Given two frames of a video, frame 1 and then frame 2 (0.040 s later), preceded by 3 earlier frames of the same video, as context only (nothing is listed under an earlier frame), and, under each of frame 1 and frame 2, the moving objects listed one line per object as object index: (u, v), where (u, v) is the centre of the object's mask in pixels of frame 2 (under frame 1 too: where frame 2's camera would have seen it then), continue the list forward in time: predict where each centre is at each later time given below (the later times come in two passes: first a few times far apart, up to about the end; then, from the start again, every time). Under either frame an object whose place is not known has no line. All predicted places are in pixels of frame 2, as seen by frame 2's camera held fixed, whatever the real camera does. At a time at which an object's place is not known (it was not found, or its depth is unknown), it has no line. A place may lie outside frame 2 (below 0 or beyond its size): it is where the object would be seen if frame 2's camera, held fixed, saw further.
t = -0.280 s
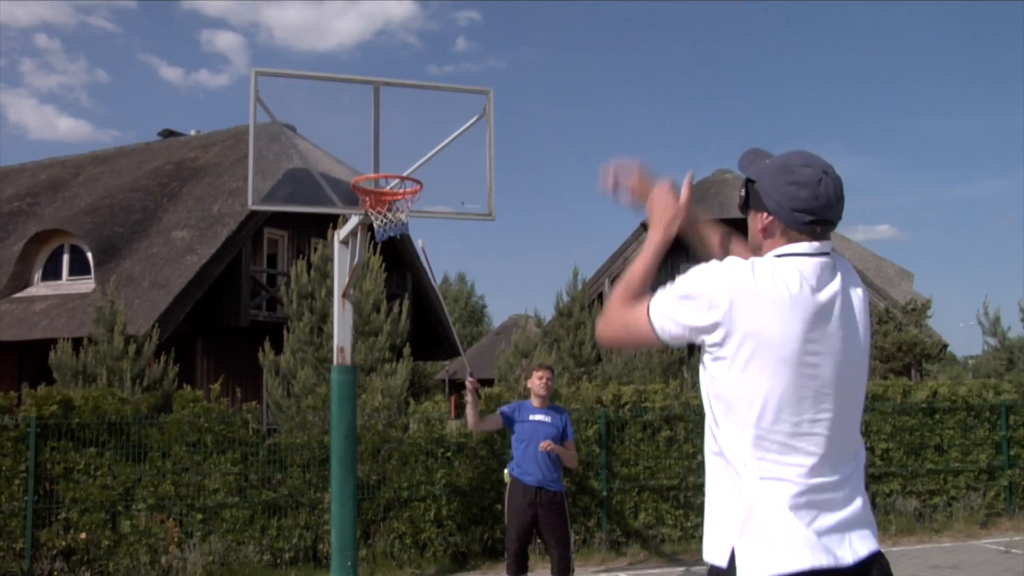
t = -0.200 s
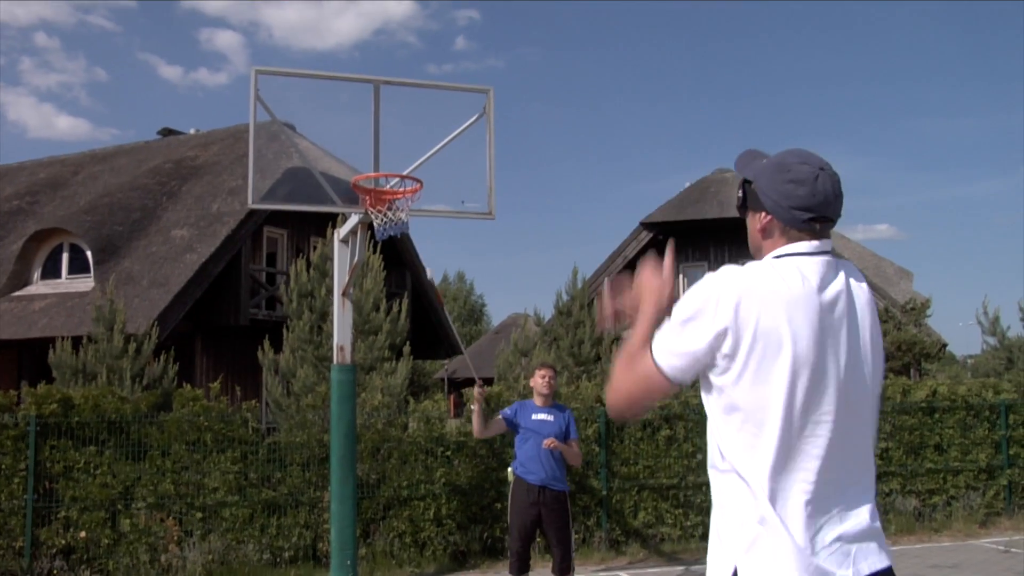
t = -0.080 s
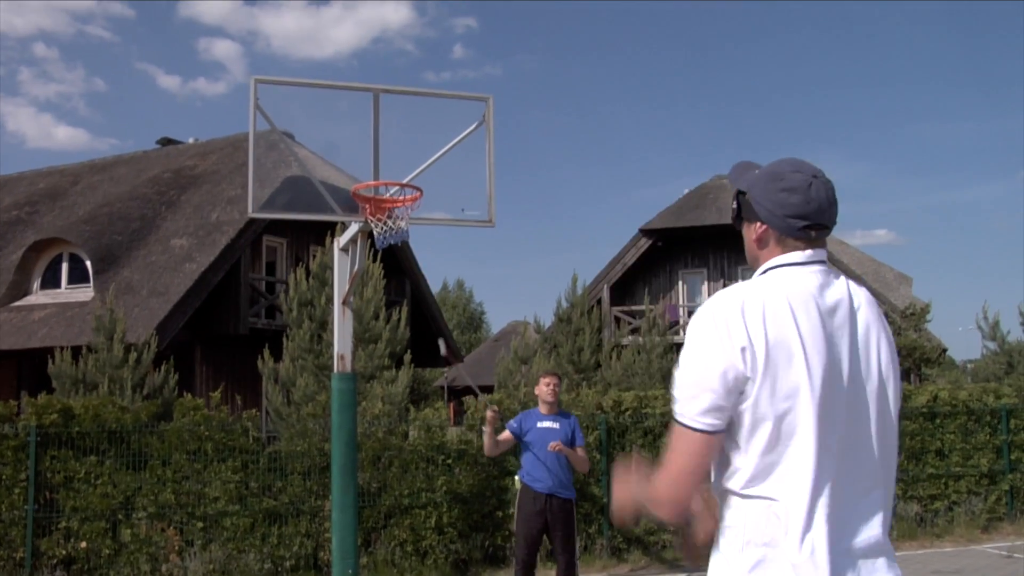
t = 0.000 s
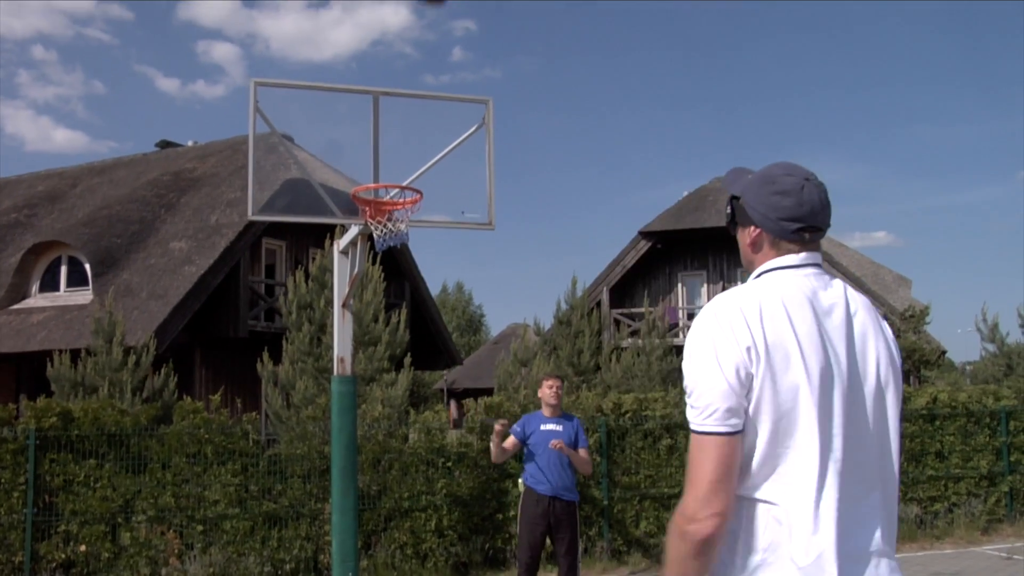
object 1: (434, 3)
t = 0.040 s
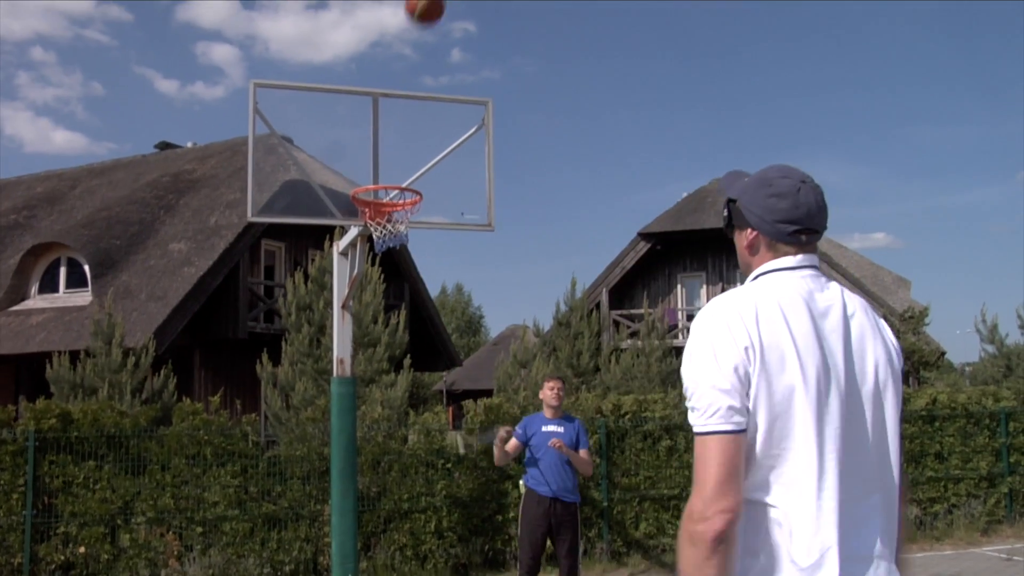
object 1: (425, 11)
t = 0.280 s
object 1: (388, 152)
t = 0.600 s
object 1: (373, 180)
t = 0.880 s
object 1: (395, 177)
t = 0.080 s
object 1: (418, 26)
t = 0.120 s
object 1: (411, 49)
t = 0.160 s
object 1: (404, 72)
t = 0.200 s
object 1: (398, 97)
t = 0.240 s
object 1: (393, 124)
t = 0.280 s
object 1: (388, 152)
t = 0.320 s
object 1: (383, 173)
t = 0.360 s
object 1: (381, 185)
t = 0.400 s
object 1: (381, 196)
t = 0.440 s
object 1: (395, 192)
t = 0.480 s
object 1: (399, 189)
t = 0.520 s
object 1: (386, 185)
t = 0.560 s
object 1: (371, 182)
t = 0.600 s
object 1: (373, 180)
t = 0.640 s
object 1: (377, 179)
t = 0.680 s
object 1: (379, 181)
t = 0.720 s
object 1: (383, 183)
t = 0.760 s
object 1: (385, 183)
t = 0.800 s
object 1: (388, 175)
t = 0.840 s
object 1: (392, 177)
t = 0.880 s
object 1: (395, 177)
